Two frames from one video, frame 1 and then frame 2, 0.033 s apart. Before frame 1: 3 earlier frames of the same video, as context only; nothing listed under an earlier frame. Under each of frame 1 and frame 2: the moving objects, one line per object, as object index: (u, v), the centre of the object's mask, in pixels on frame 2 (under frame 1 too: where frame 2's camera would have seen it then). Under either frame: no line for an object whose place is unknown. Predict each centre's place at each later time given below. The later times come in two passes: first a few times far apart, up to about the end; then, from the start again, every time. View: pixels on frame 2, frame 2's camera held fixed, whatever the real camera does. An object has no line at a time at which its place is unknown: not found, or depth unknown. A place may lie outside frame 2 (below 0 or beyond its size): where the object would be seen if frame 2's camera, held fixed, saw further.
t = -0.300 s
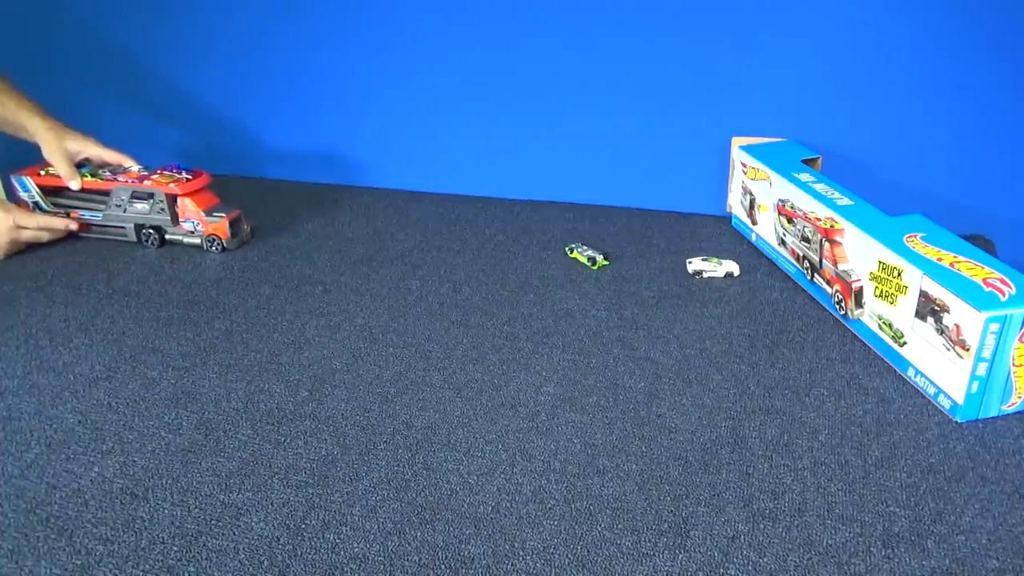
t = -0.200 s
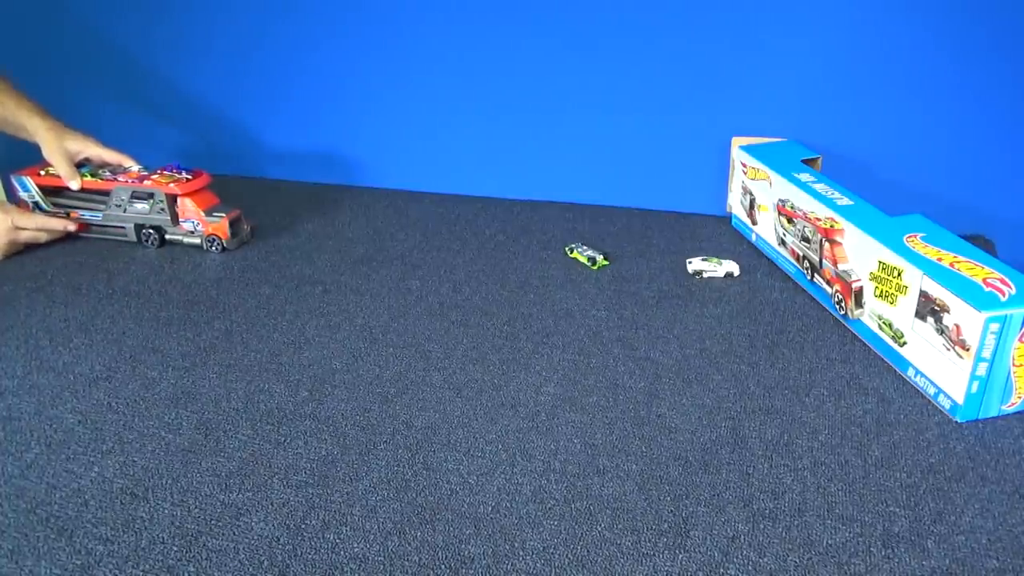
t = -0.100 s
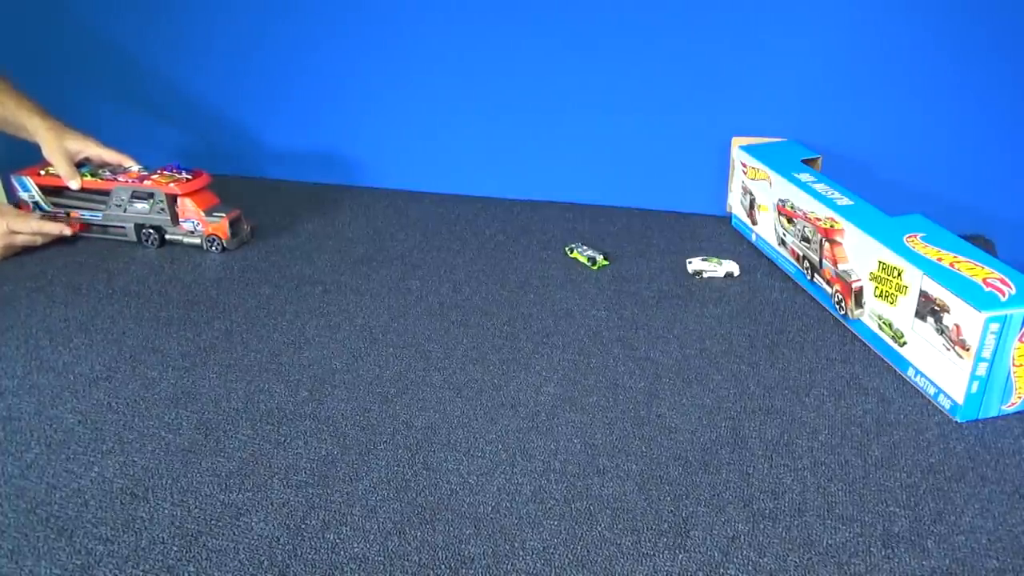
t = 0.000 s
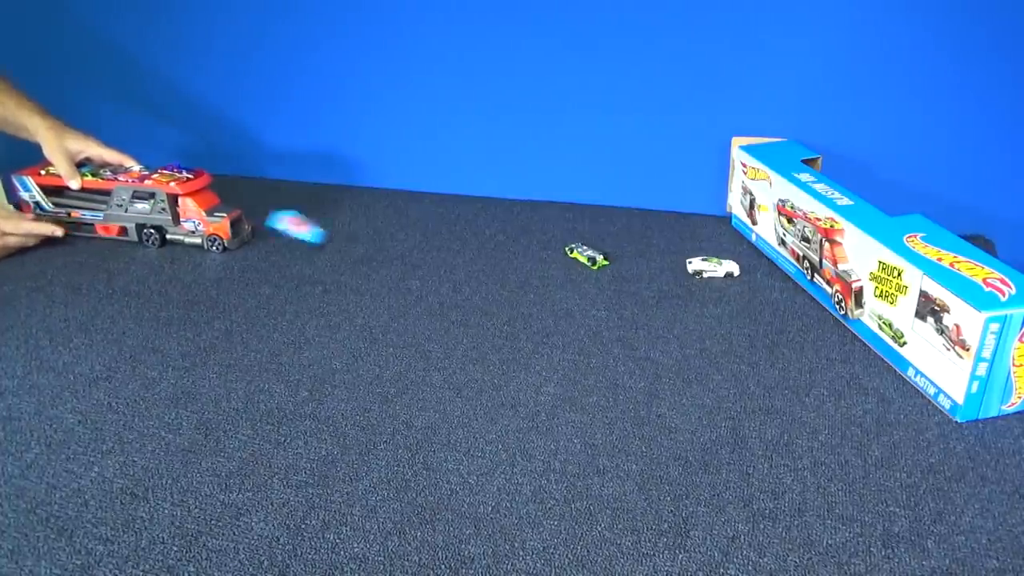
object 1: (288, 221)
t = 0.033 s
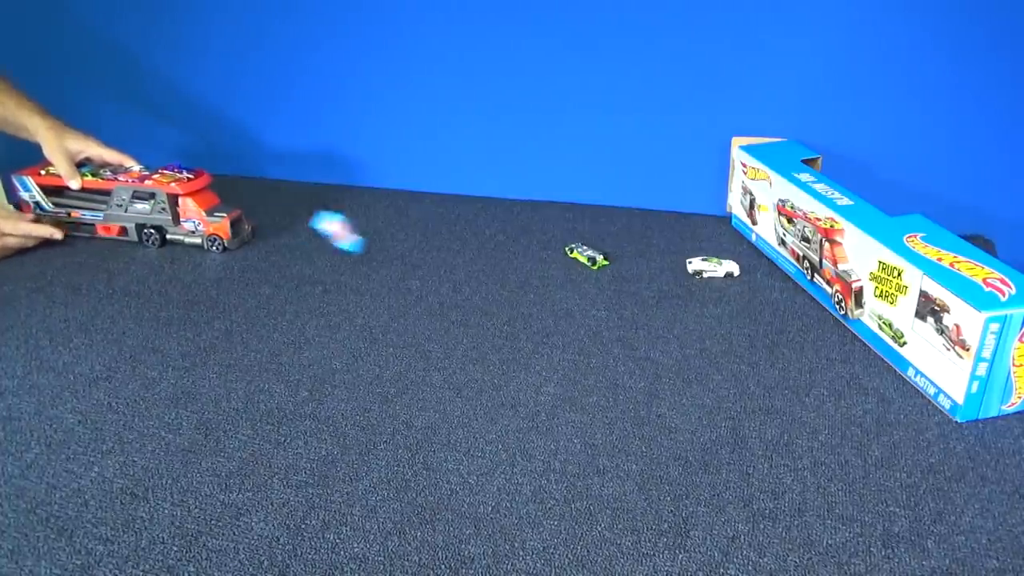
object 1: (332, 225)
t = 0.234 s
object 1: (550, 242)
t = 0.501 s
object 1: (753, 253)
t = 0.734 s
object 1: (776, 272)
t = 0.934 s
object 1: (771, 275)
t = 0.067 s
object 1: (374, 227)
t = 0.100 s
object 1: (419, 238)
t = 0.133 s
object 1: (451, 238)
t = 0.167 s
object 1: (491, 228)
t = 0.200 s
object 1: (522, 241)
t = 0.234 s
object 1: (550, 242)
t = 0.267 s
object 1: (596, 238)
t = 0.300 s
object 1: (619, 250)
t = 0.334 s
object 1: (650, 247)
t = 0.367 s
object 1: (688, 233)
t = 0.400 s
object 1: (707, 246)
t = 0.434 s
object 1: (730, 246)
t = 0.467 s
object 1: (751, 247)
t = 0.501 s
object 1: (753, 253)
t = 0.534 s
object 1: (762, 255)
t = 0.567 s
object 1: (764, 260)
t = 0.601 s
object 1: (765, 261)
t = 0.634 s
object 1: (764, 267)
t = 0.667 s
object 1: (770, 266)
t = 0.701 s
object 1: (774, 270)
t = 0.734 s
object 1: (776, 272)
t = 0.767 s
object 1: (778, 273)
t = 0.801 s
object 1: (779, 274)
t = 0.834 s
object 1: (776, 275)
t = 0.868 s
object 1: (773, 275)
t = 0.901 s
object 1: (771, 275)
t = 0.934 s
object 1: (771, 275)
